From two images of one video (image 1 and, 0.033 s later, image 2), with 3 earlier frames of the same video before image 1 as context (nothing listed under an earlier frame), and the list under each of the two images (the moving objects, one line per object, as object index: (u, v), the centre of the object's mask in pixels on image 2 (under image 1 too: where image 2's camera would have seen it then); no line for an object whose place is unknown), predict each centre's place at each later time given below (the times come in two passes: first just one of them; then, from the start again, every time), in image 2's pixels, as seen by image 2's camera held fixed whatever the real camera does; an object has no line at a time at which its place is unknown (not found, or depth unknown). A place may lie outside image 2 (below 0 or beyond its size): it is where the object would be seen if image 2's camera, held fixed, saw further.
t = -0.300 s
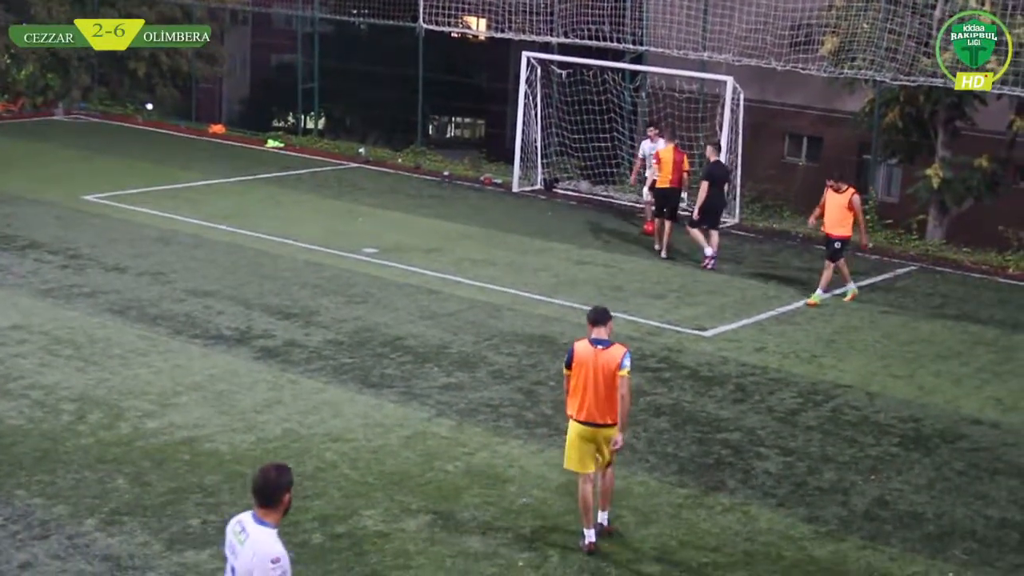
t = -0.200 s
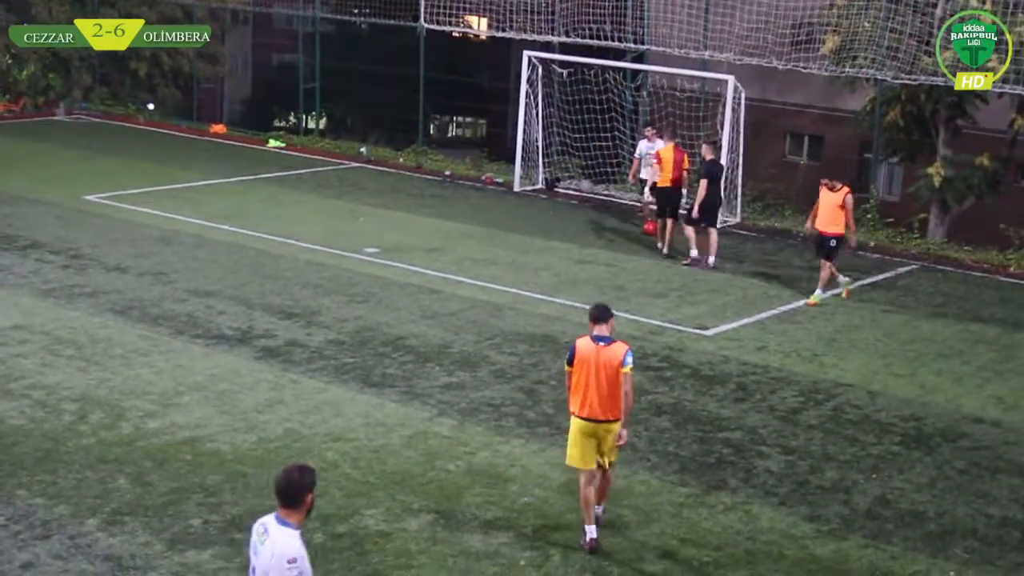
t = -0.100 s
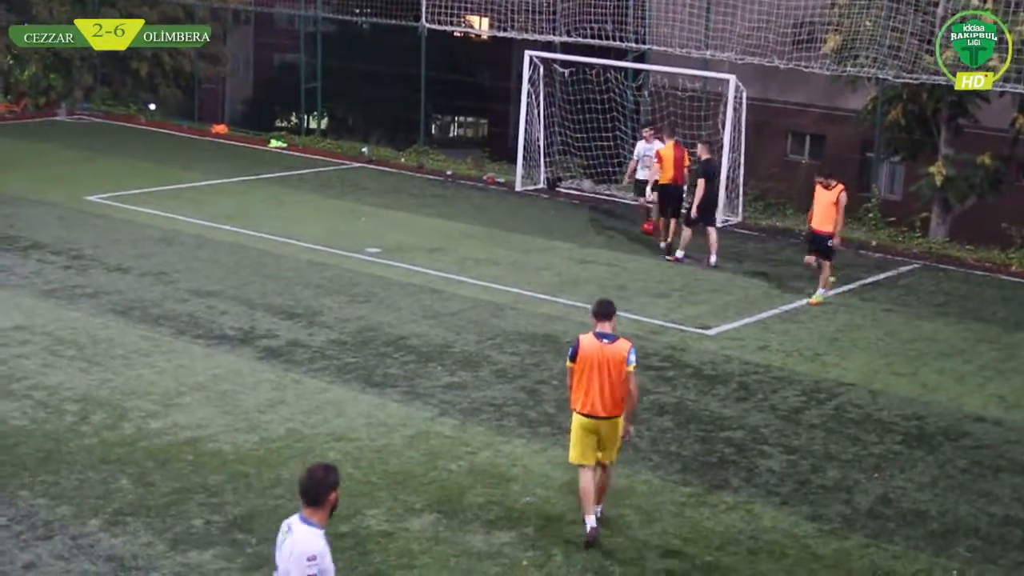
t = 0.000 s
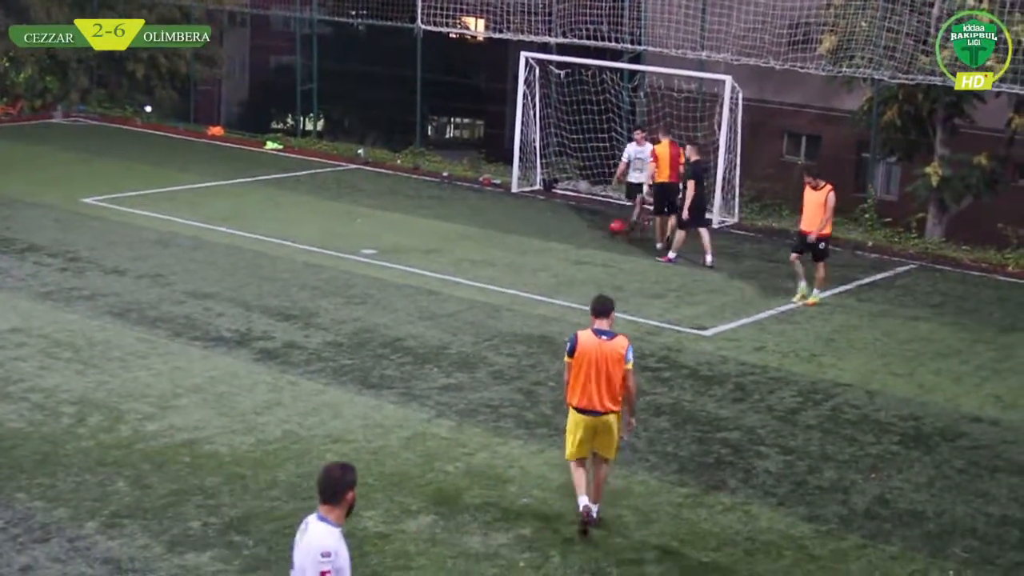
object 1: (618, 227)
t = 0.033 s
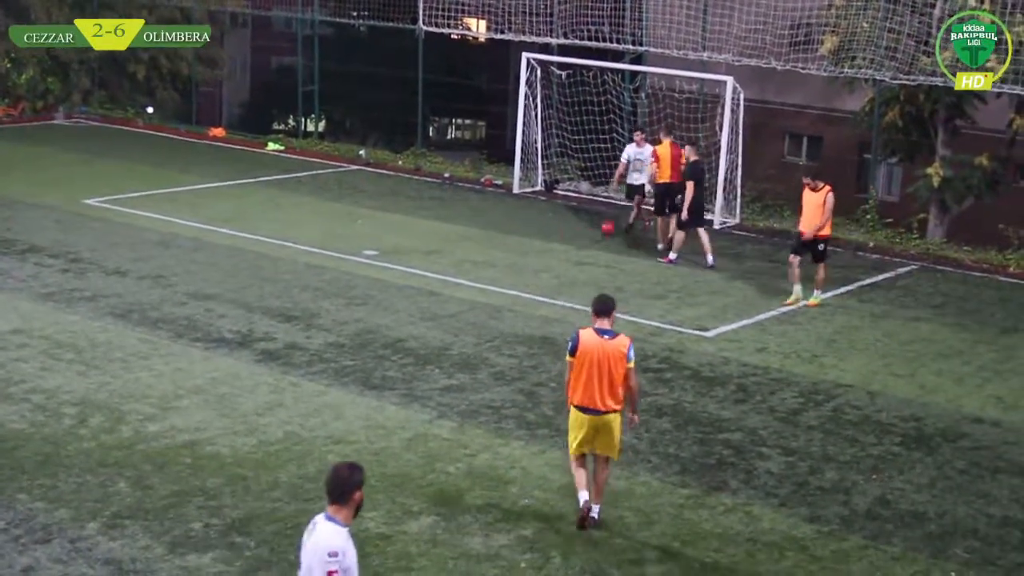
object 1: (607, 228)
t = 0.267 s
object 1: (519, 255)
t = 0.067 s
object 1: (595, 230)
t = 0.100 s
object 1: (585, 233)
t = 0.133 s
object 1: (571, 234)
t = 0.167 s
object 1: (558, 238)
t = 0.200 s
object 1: (545, 242)
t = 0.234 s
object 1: (532, 247)
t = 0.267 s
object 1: (519, 255)
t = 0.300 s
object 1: (504, 259)
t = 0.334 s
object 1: (495, 258)
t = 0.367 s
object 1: (485, 256)
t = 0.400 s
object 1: (474, 255)
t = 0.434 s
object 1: (464, 256)
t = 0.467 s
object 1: (452, 258)
